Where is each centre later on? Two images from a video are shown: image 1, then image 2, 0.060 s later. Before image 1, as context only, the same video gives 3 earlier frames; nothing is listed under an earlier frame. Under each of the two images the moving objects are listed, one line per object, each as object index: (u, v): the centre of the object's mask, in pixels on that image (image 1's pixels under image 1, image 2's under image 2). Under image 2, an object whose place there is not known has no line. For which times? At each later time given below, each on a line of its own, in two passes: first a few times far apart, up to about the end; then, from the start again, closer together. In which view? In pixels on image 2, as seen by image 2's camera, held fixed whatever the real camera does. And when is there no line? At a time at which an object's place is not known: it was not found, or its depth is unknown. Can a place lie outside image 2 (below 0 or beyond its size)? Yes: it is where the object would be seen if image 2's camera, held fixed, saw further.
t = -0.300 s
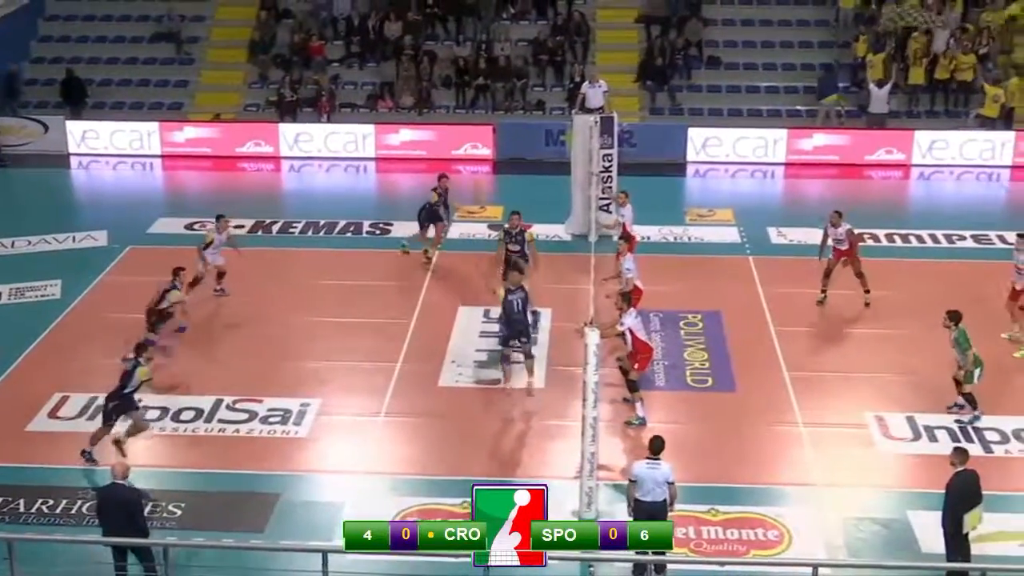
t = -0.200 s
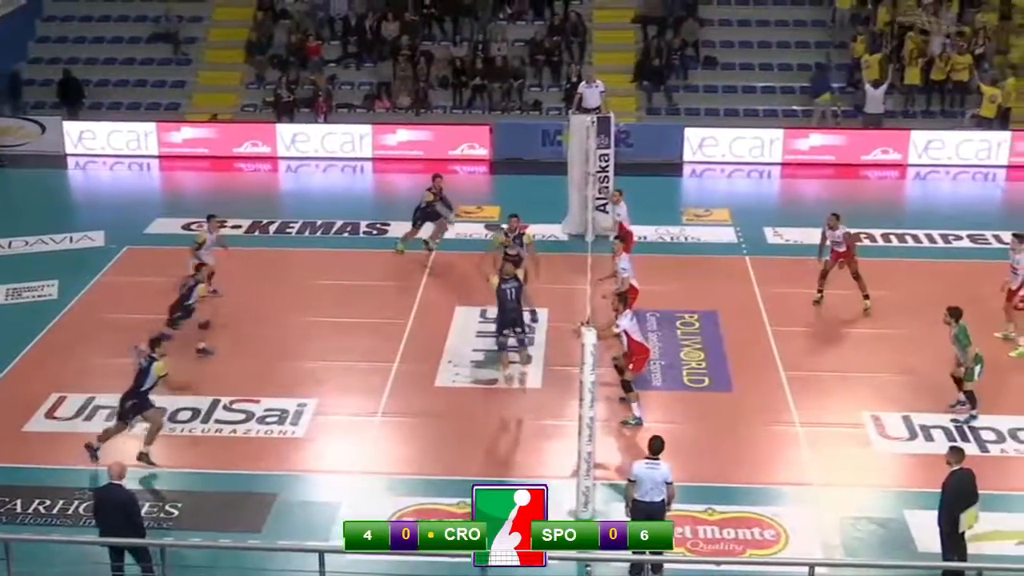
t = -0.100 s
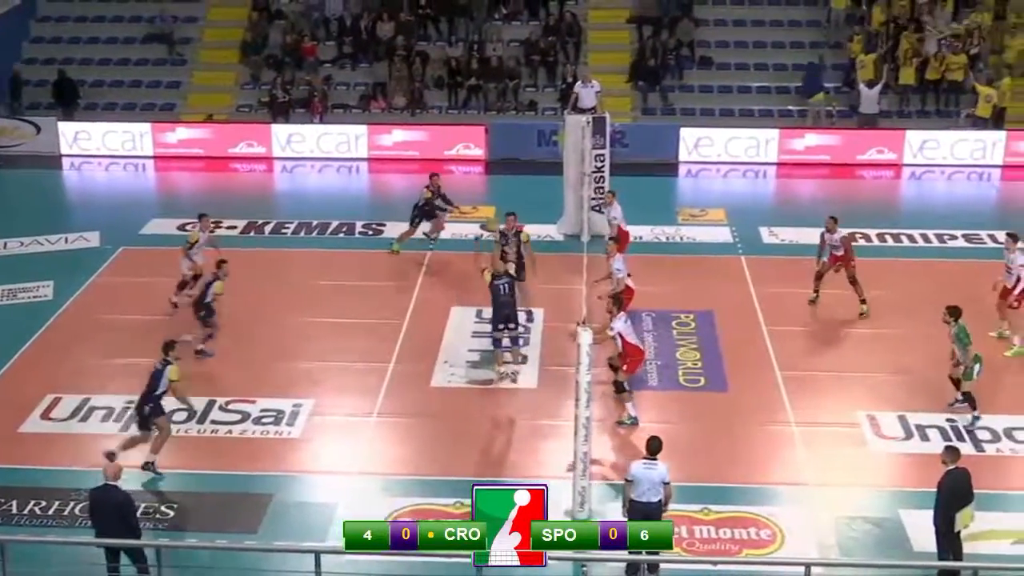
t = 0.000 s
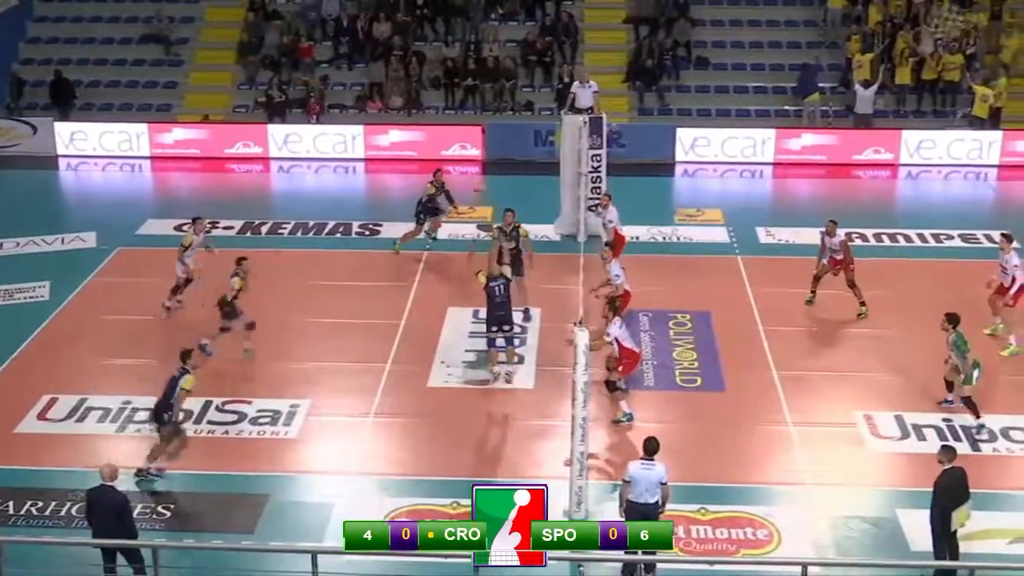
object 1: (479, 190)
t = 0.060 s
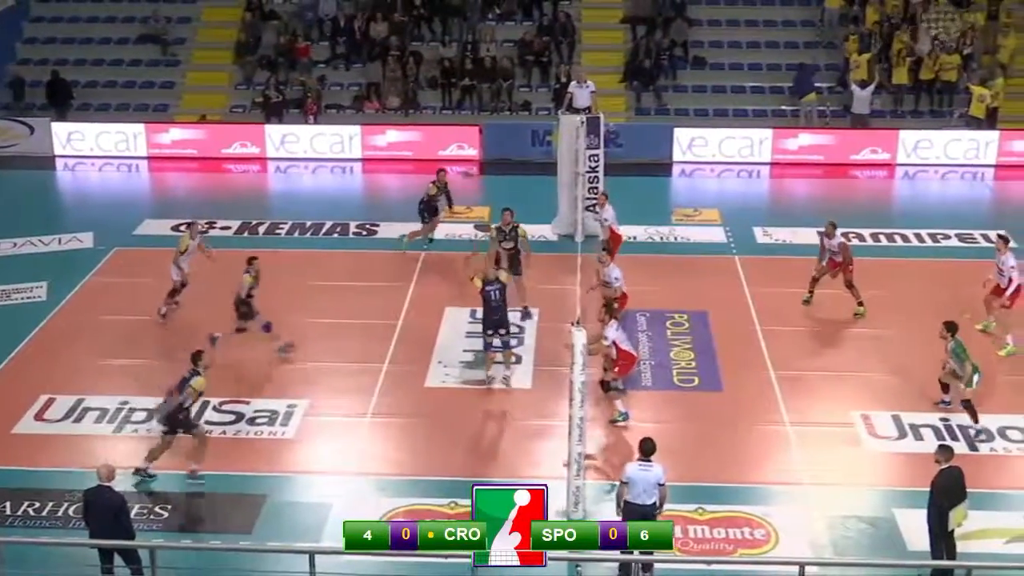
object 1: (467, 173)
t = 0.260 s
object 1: (451, 133)
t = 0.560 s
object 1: (422, 127)
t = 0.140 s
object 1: (462, 150)
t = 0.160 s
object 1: (461, 150)
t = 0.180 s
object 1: (459, 145)
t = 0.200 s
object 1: (457, 142)
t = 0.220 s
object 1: (455, 139)
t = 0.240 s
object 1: (453, 134)
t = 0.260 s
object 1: (451, 133)
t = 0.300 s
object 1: (448, 130)
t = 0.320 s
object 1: (446, 128)
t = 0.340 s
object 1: (442, 126)
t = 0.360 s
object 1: (441, 125)
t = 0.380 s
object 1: (440, 123)
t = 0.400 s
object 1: (438, 123)
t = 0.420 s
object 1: (436, 122)
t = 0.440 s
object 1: (435, 123)
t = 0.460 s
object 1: (432, 122)
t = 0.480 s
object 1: (432, 123)
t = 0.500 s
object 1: (429, 123)
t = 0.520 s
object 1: (425, 124)
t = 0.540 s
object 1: (424, 126)
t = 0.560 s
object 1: (422, 127)
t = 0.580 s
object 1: (420, 128)
